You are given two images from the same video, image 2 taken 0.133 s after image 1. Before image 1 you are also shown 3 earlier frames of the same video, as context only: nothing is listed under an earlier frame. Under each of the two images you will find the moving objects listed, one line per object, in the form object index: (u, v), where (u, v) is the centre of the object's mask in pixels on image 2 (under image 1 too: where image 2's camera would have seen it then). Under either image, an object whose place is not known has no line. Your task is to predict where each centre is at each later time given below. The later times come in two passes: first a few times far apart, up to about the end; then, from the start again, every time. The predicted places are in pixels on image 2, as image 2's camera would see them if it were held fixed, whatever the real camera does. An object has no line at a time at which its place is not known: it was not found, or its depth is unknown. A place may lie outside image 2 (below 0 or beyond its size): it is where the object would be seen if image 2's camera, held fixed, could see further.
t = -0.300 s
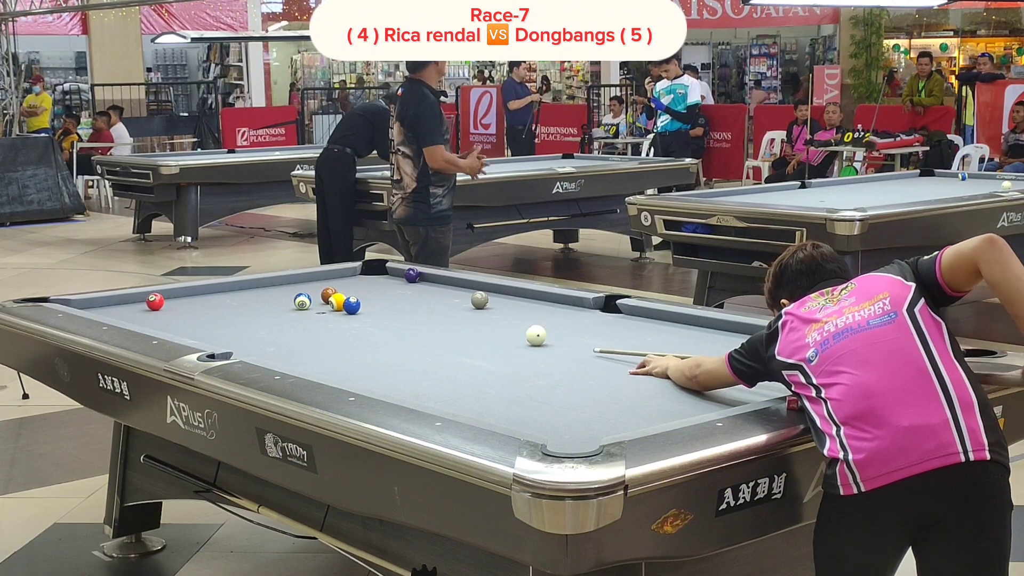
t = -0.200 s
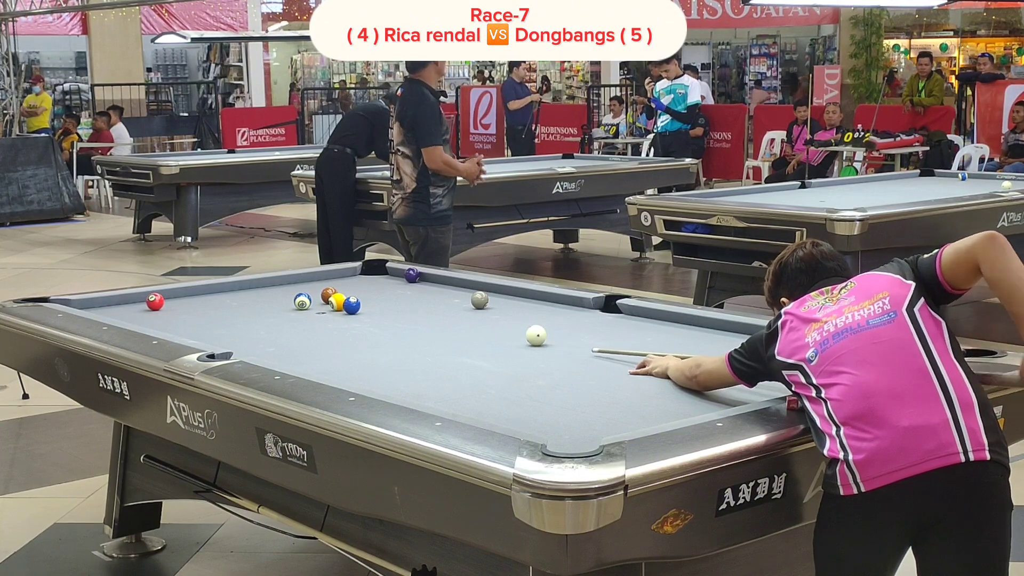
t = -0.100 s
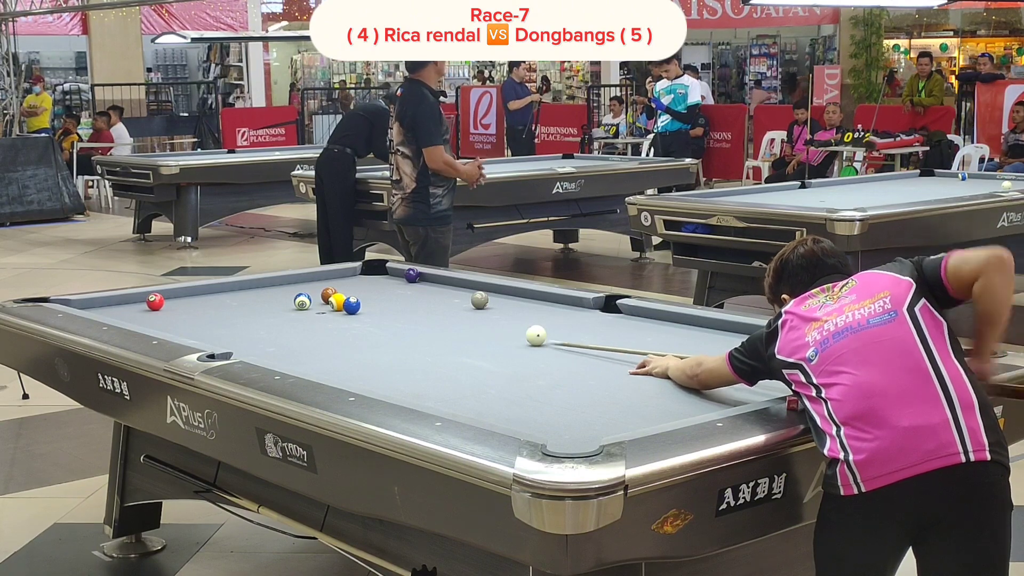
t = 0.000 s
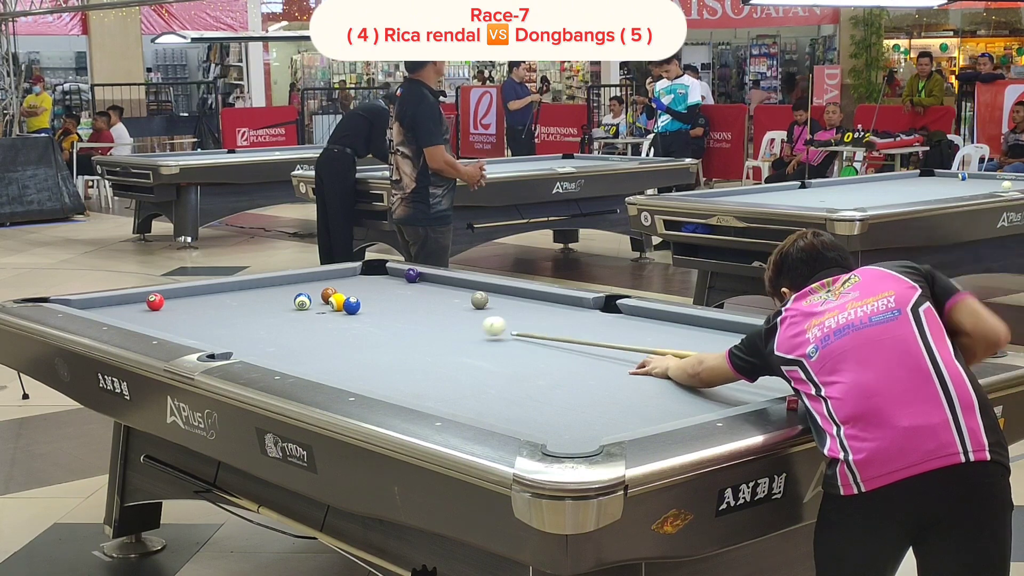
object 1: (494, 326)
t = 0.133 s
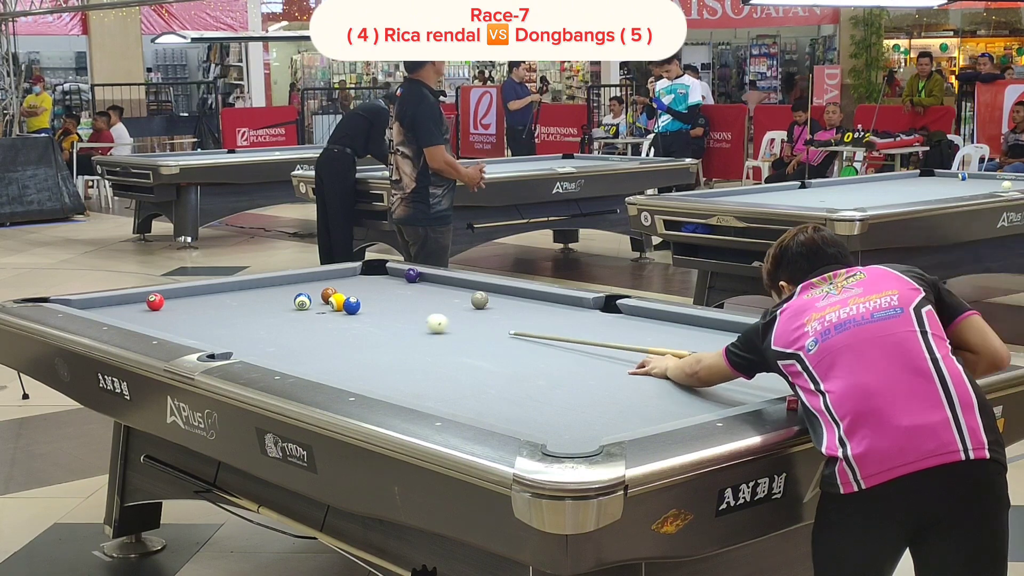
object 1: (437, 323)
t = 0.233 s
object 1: (401, 319)
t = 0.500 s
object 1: (331, 313)
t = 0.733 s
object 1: (278, 309)
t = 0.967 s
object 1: (229, 305)
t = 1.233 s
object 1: (177, 300)
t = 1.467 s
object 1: (148, 292)
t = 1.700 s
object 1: (167, 297)
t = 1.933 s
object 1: (187, 298)
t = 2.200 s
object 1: (207, 300)
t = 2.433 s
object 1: (226, 302)
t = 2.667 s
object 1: (242, 303)
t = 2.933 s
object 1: (260, 305)
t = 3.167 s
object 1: (274, 306)
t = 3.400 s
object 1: (288, 307)
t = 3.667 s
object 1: (302, 308)
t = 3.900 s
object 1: (313, 310)
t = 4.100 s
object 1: (322, 310)
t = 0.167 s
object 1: (424, 322)
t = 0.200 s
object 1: (412, 320)
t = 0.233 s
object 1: (401, 319)
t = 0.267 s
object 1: (391, 318)
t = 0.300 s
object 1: (381, 317)
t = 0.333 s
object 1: (372, 317)
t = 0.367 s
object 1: (363, 316)
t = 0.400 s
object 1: (355, 315)
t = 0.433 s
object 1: (347, 314)
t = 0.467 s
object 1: (339, 314)
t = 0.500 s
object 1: (331, 313)
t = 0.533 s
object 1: (324, 312)
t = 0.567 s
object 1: (316, 312)
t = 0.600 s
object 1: (307, 311)
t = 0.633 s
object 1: (300, 310)
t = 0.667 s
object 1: (293, 310)
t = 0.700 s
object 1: (285, 309)
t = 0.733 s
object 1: (278, 309)
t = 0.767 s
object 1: (271, 308)
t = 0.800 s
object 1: (264, 307)
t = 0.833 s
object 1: (257, 307)
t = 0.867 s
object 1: (250, 306)
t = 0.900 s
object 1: (243, 305)
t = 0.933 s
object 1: (236, 305)
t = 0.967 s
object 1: (229, 305)
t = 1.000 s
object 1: (222, 304)
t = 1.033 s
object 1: (216, 303)
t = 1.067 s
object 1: (209, 303)
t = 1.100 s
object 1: (203, 302)
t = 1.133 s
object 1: (196, 302)
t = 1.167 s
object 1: (189, 301)
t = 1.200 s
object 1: (183, 300)
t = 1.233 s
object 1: (177, 300)
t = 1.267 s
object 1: (171, 299)
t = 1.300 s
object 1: (168, 298)
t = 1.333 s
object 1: (164, 297)
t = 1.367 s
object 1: (161, 296)
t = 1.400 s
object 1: (157, 295)
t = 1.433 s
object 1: (152, 293)
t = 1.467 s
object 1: (148, 292)
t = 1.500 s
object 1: (151, 293)
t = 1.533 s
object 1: (154, 295)
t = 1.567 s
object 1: (156, 296)
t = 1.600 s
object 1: (158, 296)
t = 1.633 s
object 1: (161, 296)
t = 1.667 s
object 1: (164, 297)
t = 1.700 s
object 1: (167, 297)
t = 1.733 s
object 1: (170, 297)
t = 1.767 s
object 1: (172, 298)
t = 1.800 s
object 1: (175, 298)
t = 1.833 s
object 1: (178, 298)
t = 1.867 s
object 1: (181, 298)
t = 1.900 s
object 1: (184, 298)
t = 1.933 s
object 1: (187, 298)
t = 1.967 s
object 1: (189, 299)
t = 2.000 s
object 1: (191, 299)
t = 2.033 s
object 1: (194, 299)
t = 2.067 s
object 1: (197, 299)
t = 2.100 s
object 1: (200, 300)
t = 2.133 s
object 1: (203, 300)
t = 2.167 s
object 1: (205, 300)
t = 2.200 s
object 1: (207, 300)
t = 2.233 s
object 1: (210, 301)
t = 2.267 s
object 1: (213, 301)
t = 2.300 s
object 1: (215, 301)
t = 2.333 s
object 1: (218, 301)
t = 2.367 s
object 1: (220, 302)
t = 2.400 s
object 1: (223, 302)
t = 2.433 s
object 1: (226, 302)
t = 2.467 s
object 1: (228, 302)
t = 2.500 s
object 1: (230, 302)
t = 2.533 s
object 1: (232, 303)
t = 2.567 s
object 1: (235, 303)
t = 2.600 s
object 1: (237, 303)
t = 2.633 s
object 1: (239, 303)
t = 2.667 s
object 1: (242, 303)
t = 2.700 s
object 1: (244, 303)
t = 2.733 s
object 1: (246, 304)
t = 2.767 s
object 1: (249, 304)
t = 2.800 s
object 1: (251, 304)
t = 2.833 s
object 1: (253, 304)
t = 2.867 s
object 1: (255, 305)
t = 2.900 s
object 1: (258, 305)
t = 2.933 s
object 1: (260, 305)
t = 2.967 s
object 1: (262, 305)
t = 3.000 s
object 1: (264, 305)
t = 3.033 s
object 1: (266, 305)
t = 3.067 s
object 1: (268, 306)
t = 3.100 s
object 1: (270, 306)
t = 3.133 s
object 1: (272, 306)
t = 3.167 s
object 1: (274, 306)
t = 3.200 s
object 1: (276, 306)
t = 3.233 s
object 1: (278, 307)
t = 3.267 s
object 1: (280, 307)
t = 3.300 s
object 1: (282, 307)
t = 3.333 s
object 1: (284, 307)
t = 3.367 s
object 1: (286, 307)
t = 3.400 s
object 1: (288, 307)
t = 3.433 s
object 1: (289, 308)
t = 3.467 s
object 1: (291, 308)
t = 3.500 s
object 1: (293, 308)
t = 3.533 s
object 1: (295, 308)
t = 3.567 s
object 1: (297, 308)
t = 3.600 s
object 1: (299, 309)
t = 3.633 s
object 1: (300, 308)
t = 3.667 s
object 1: (302, 308)
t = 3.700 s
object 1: (303, 308)
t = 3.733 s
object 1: (305, 309)
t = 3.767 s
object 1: (306, 309)
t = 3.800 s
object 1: (308, 309)
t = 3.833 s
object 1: (310, 310)
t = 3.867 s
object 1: (312, 310)
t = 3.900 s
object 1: (313, 310)
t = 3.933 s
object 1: (314, 310)
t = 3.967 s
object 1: (316, 310)
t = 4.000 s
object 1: (318, 310)
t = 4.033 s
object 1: (319, 310)
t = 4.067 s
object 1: (320, 310)
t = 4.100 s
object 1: (322, 310)
